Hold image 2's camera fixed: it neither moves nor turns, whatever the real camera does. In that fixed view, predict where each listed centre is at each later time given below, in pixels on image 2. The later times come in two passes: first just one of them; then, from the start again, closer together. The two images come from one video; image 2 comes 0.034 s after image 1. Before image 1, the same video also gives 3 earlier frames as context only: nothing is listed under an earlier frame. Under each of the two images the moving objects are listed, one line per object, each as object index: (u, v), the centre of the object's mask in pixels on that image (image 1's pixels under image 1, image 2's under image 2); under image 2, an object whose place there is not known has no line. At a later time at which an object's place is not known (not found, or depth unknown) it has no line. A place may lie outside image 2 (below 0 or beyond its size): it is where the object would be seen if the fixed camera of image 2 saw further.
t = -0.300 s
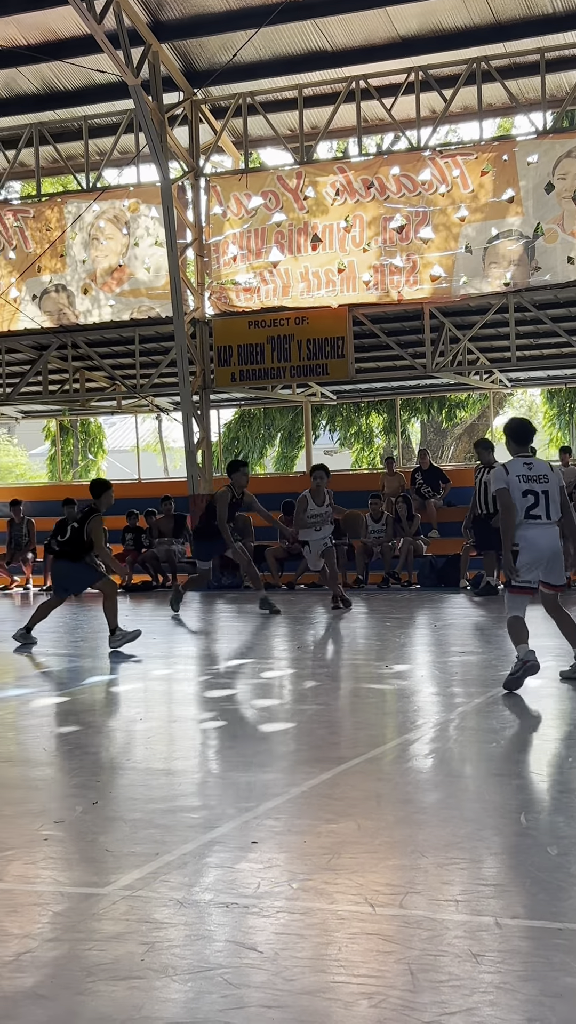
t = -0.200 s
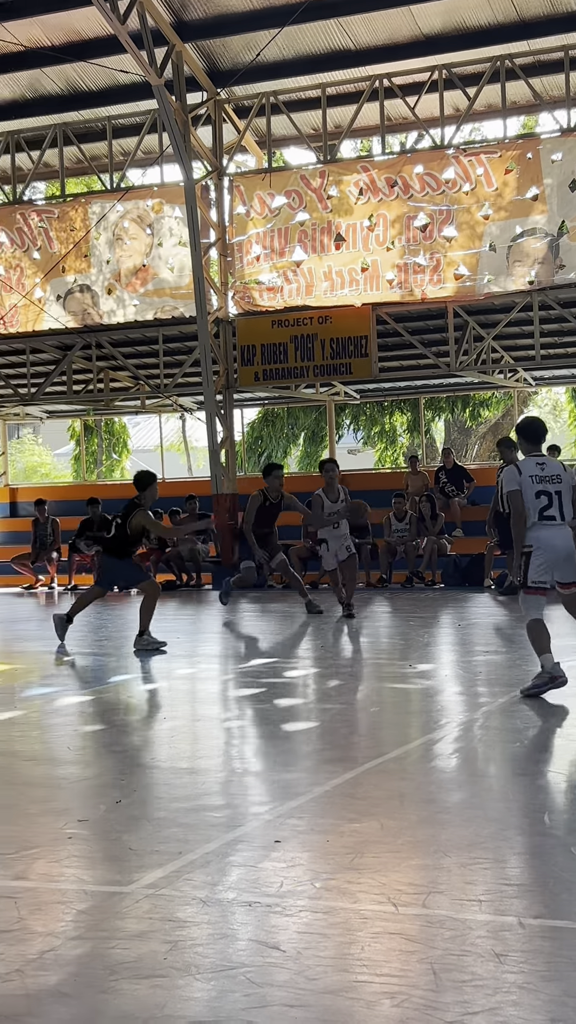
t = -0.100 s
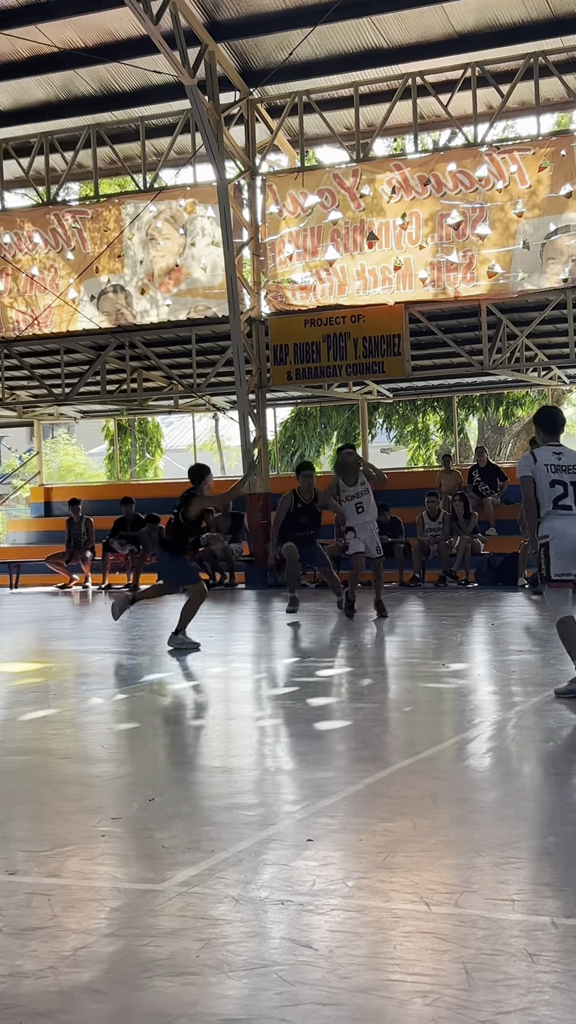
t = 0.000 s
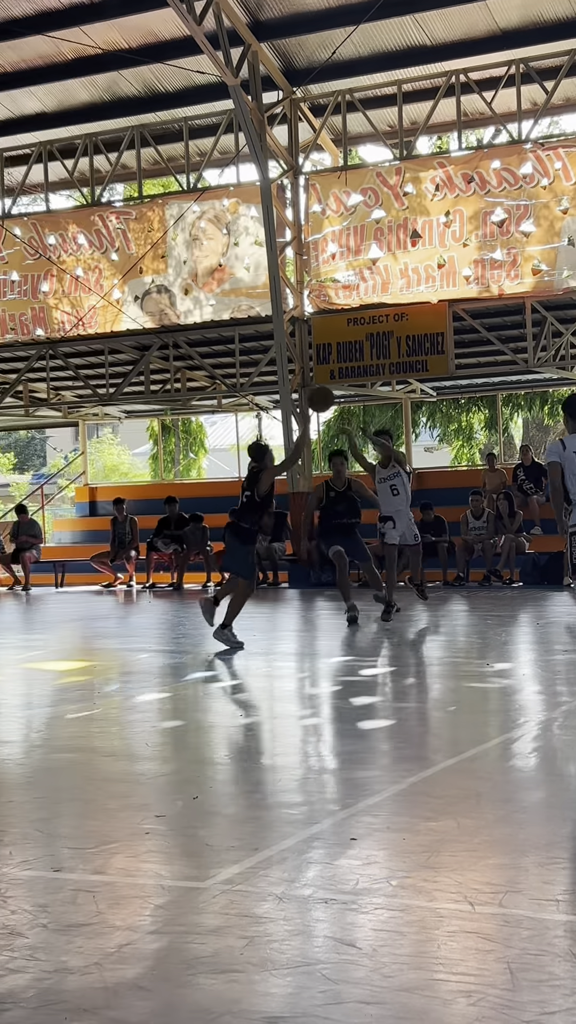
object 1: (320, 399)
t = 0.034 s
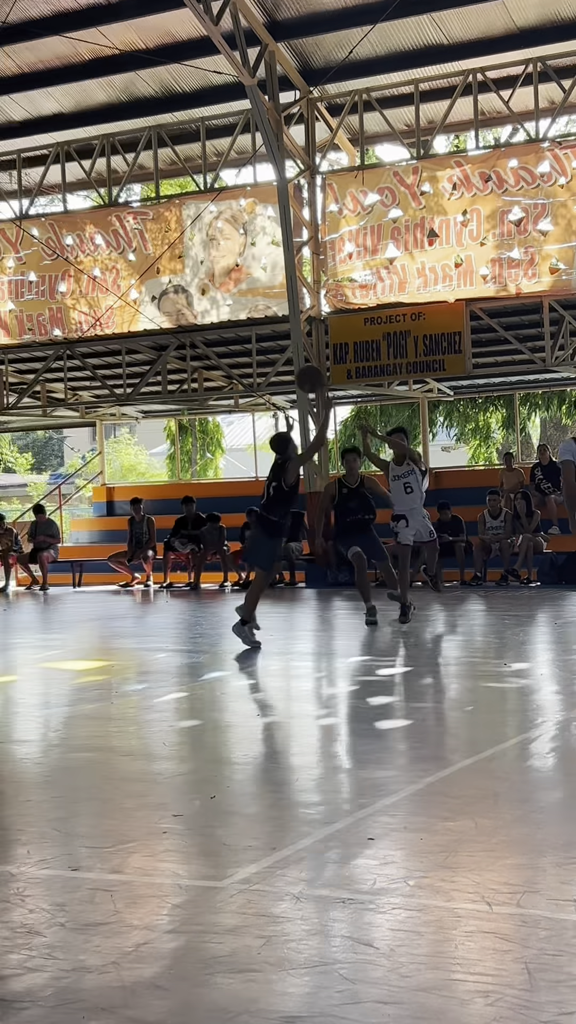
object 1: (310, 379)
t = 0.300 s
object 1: (46, 237)
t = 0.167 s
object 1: (187, 303)
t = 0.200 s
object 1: (154, 286)
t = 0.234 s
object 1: (119, 269)
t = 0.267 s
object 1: (83, 253)
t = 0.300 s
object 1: (46, 237)
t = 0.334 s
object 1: (8, 223)
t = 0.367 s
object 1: (-33, 209)
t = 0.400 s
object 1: (-75, 196)
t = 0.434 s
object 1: (-119, 184)
